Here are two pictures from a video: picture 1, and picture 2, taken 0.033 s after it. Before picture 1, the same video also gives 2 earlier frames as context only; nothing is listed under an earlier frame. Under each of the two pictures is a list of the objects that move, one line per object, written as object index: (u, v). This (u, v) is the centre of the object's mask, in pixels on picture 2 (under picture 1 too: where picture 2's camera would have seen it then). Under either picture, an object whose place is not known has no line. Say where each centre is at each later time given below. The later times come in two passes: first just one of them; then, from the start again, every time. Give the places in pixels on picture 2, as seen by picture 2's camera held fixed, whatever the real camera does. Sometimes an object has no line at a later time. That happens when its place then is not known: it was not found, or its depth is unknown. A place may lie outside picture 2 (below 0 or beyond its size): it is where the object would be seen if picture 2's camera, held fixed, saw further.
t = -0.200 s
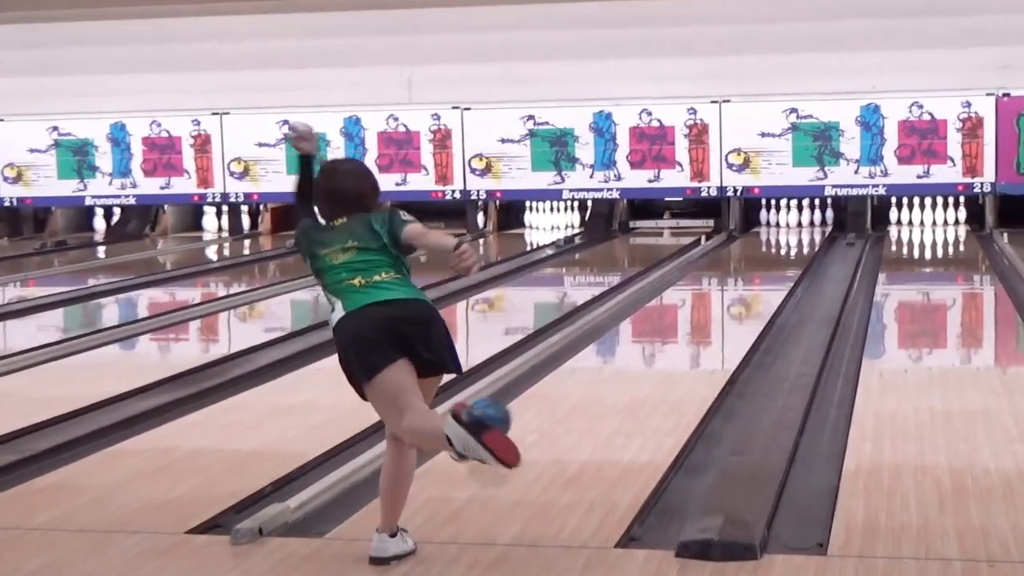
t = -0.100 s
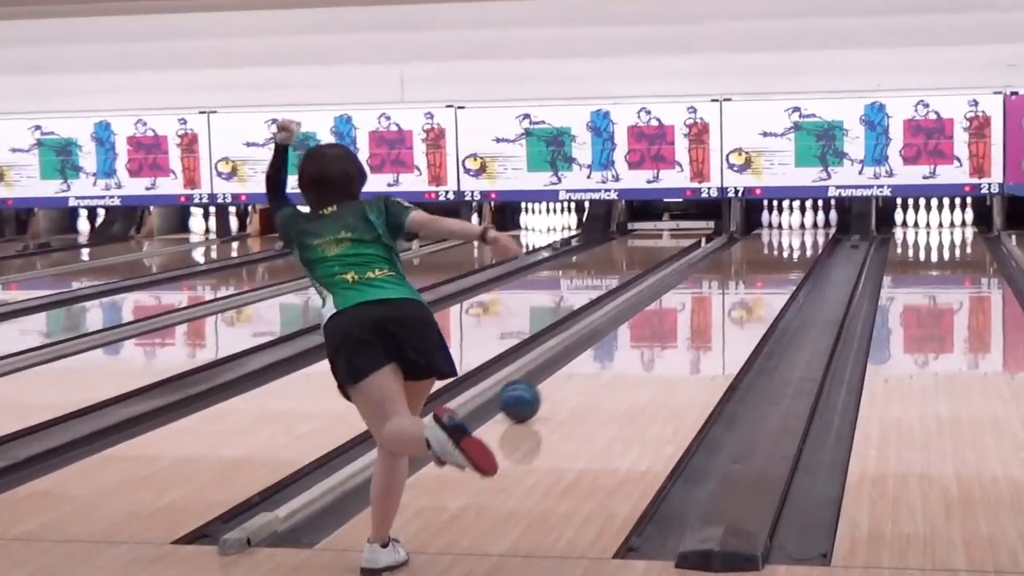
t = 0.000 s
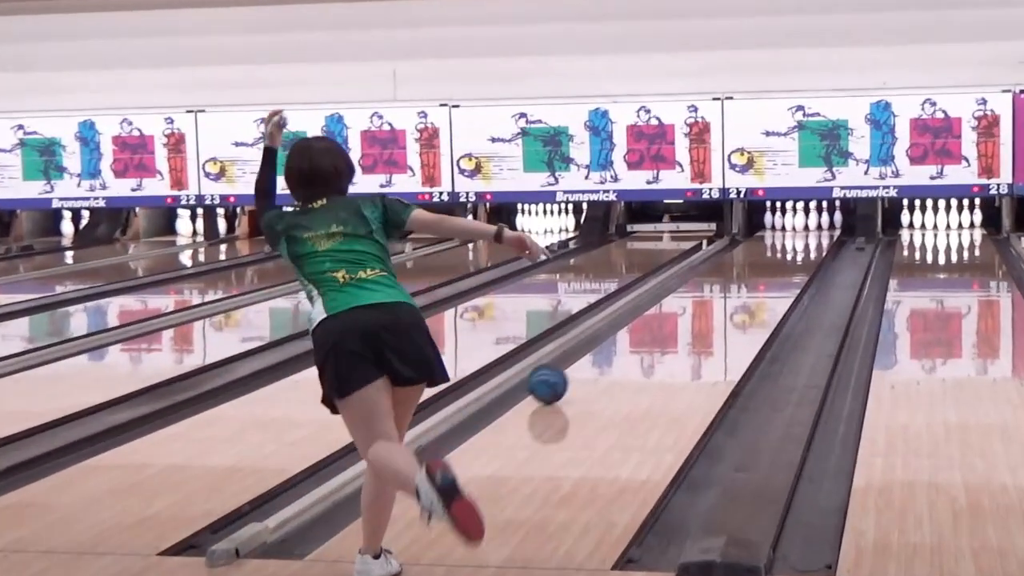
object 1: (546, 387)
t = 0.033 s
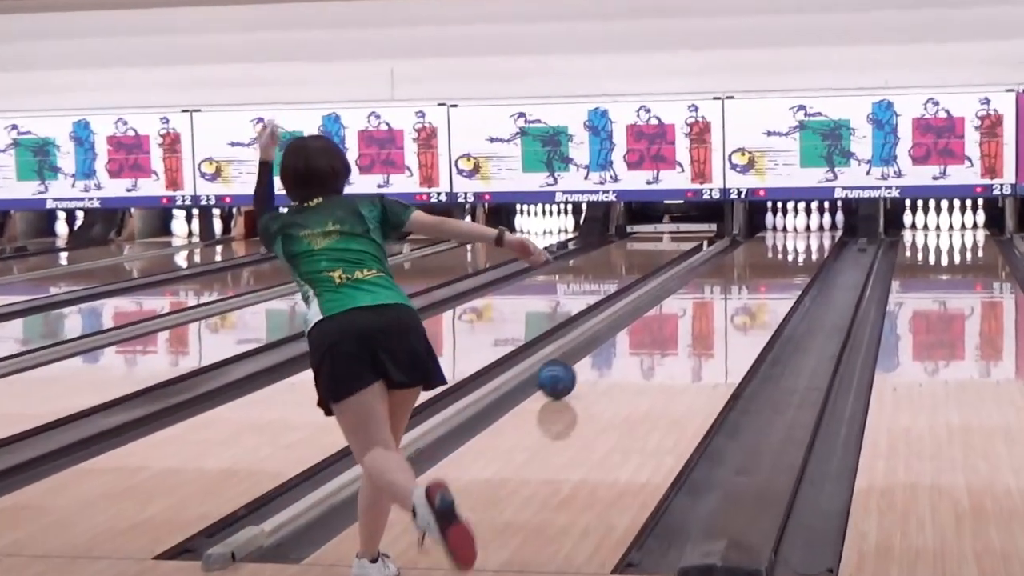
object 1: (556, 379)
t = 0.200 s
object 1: (598, 347)
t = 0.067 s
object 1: (565, 371)
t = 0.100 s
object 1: (574, 365)
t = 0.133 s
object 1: (582, 359)
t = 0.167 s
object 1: (590, 353)
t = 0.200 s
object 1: (598, 347)
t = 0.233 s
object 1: (601, 345)
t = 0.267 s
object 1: (608, 339)
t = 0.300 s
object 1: (615, 334)
